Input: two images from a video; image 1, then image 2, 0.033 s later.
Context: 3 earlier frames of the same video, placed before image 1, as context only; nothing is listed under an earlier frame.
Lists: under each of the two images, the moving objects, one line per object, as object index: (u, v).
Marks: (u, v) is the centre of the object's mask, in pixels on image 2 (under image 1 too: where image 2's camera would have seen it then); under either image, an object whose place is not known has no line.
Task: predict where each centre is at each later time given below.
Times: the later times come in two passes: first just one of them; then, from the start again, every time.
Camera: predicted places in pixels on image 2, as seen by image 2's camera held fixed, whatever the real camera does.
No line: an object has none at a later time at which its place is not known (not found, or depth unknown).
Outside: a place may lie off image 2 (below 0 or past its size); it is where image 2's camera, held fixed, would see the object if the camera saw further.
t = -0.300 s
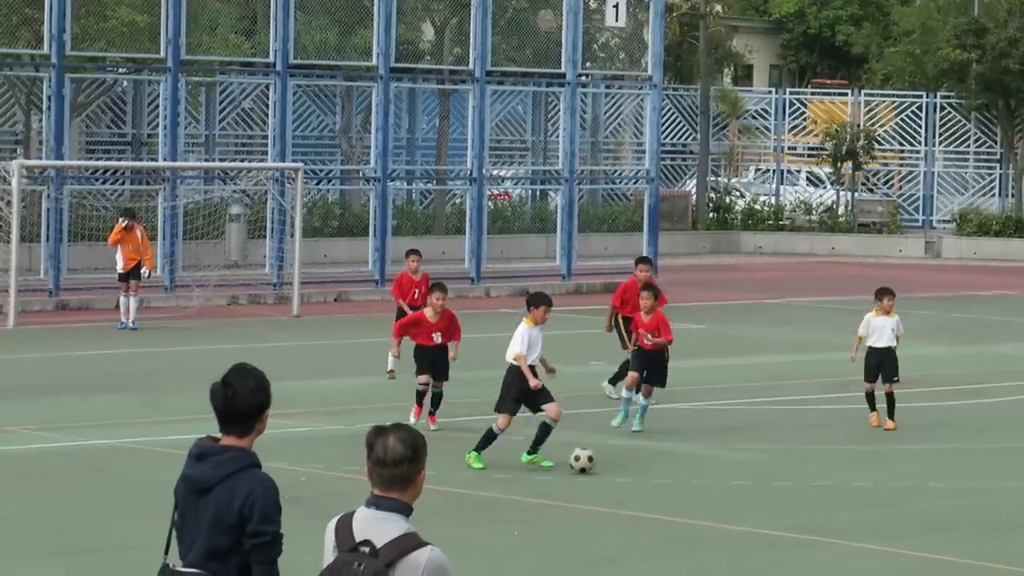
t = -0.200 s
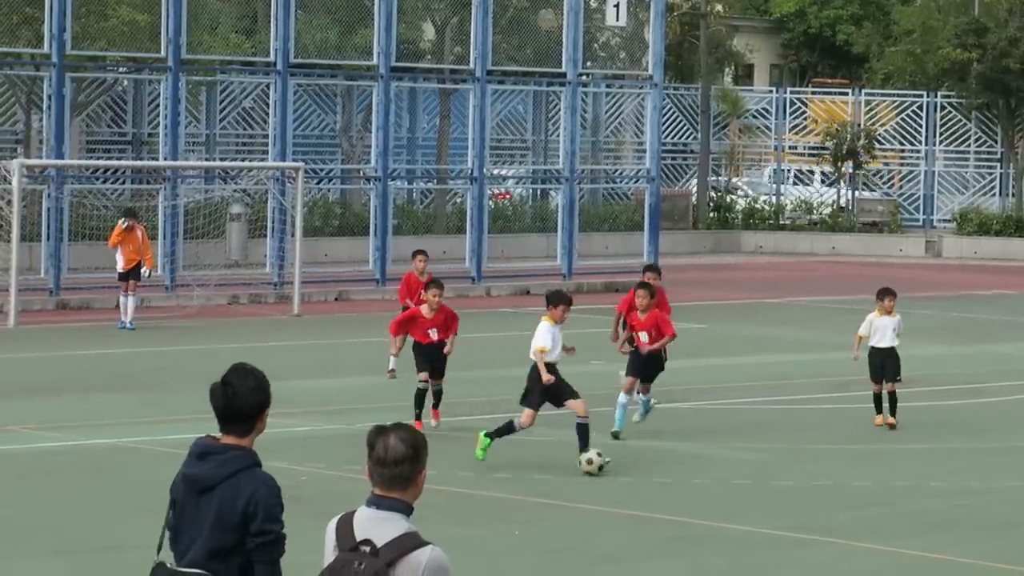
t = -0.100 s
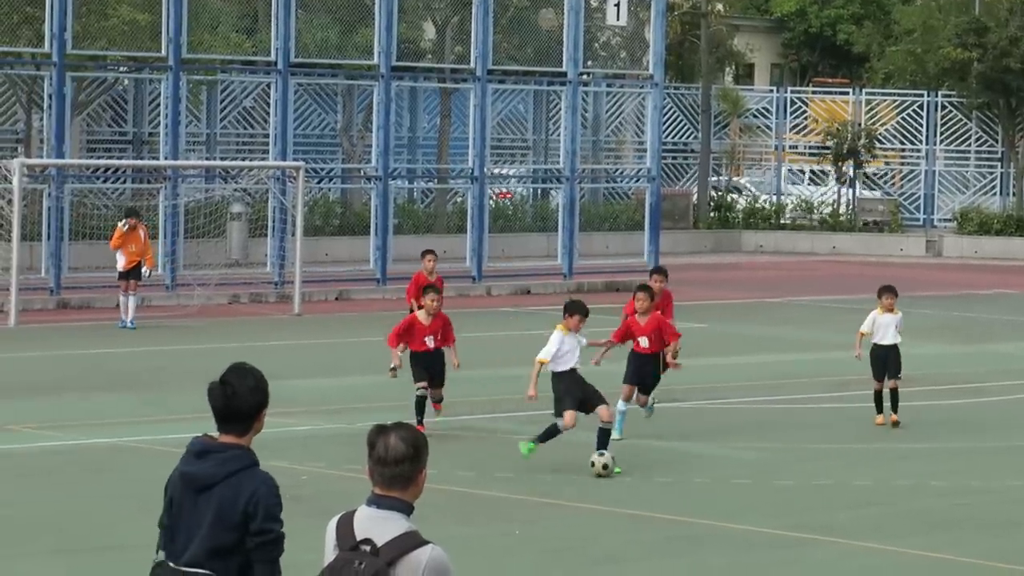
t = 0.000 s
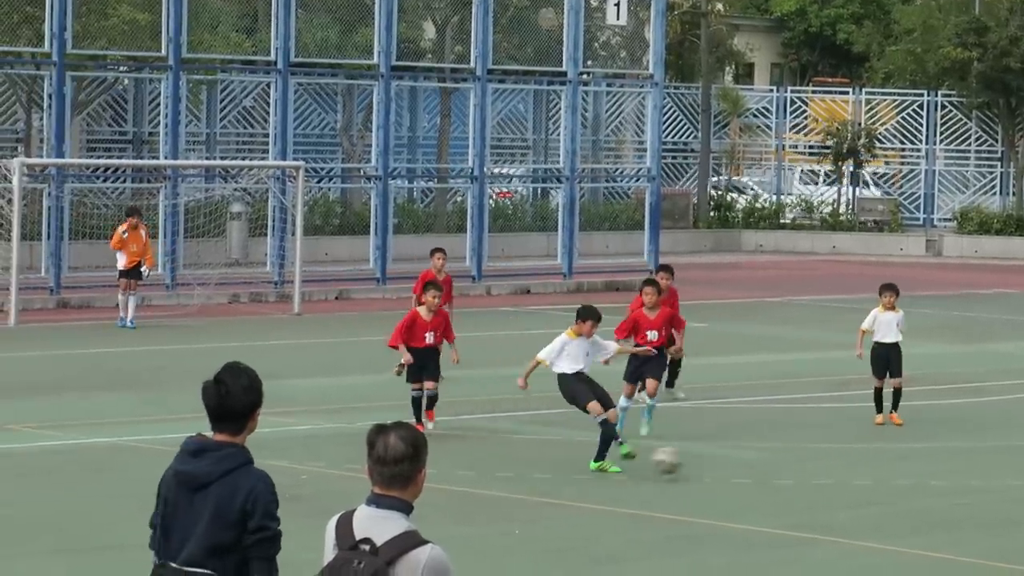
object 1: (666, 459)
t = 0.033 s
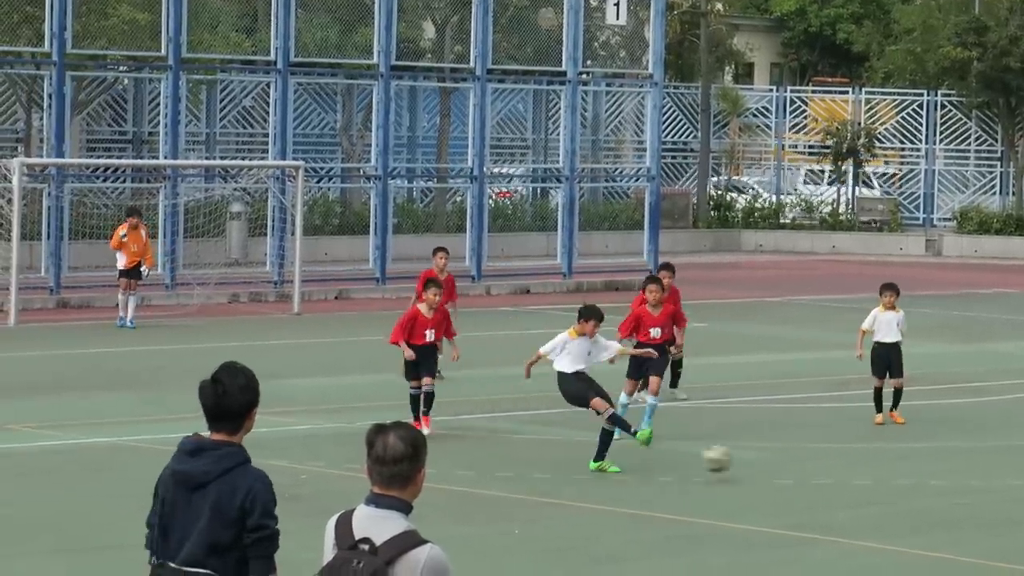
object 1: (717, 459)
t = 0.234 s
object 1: (1017, 478)
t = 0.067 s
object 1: (766, 458)
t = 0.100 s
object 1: (814, 459)
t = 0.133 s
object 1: (866, 462)
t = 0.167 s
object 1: (917, 466)
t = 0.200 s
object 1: (968, 472)
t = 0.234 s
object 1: (1017, 478)
